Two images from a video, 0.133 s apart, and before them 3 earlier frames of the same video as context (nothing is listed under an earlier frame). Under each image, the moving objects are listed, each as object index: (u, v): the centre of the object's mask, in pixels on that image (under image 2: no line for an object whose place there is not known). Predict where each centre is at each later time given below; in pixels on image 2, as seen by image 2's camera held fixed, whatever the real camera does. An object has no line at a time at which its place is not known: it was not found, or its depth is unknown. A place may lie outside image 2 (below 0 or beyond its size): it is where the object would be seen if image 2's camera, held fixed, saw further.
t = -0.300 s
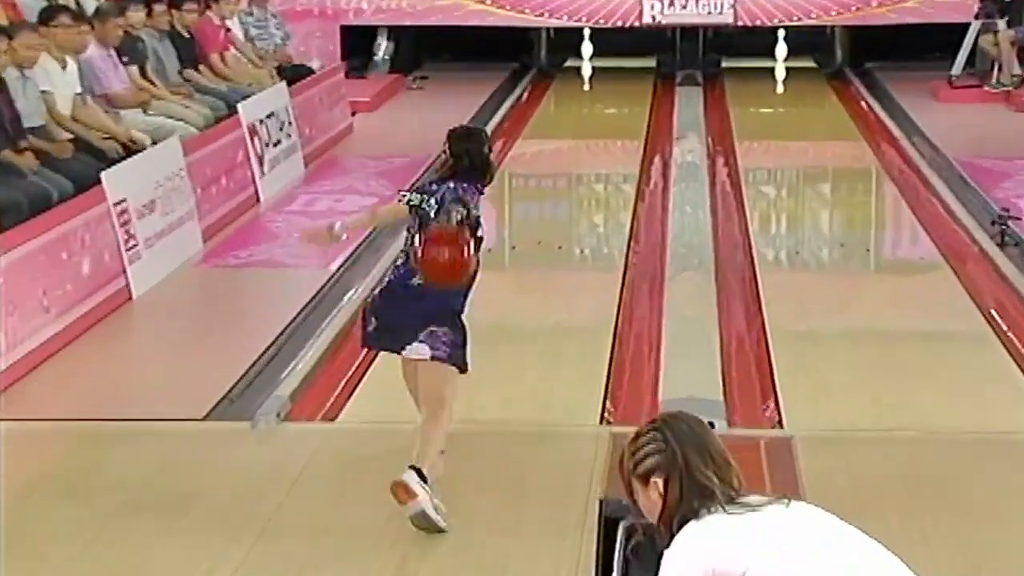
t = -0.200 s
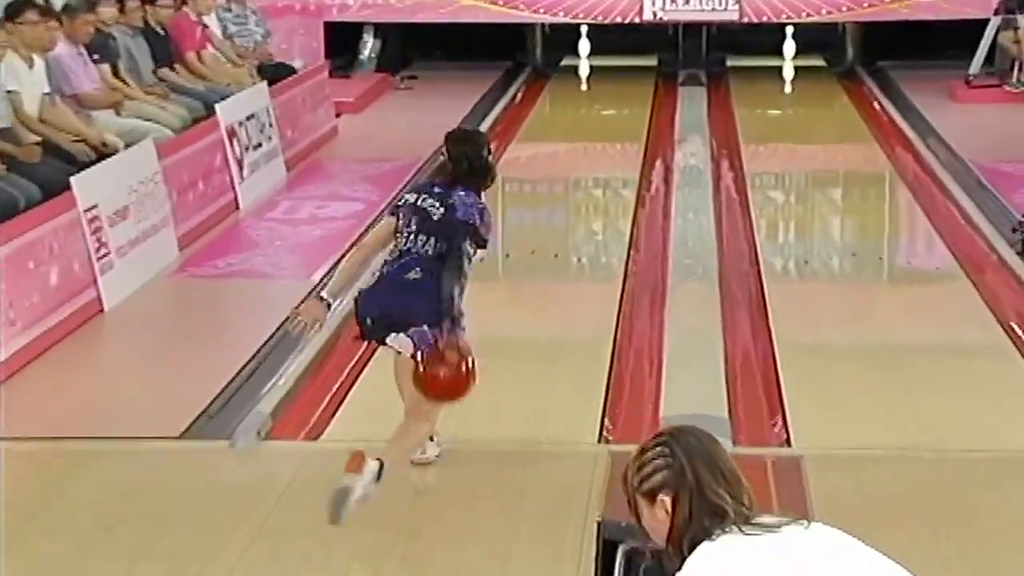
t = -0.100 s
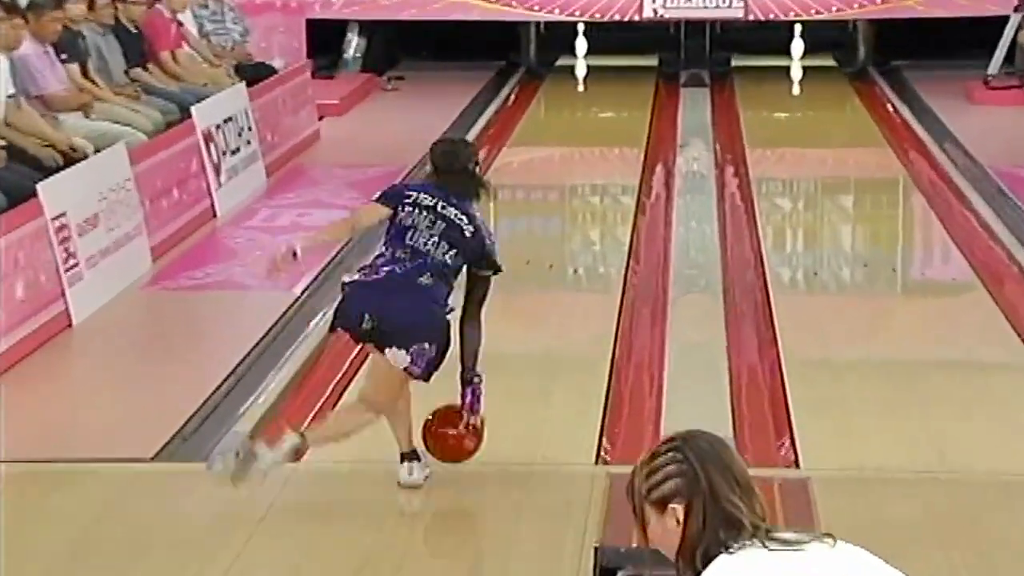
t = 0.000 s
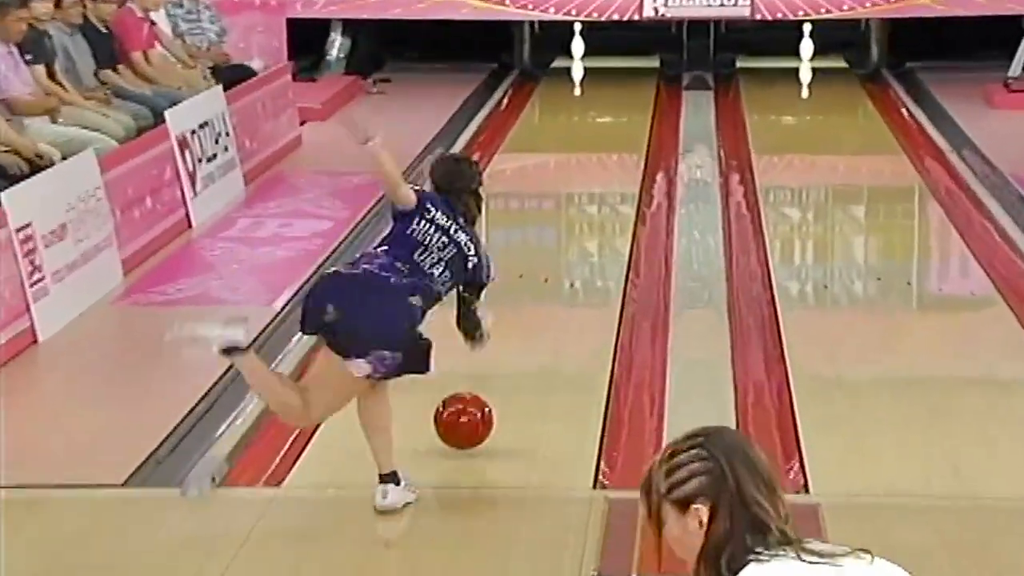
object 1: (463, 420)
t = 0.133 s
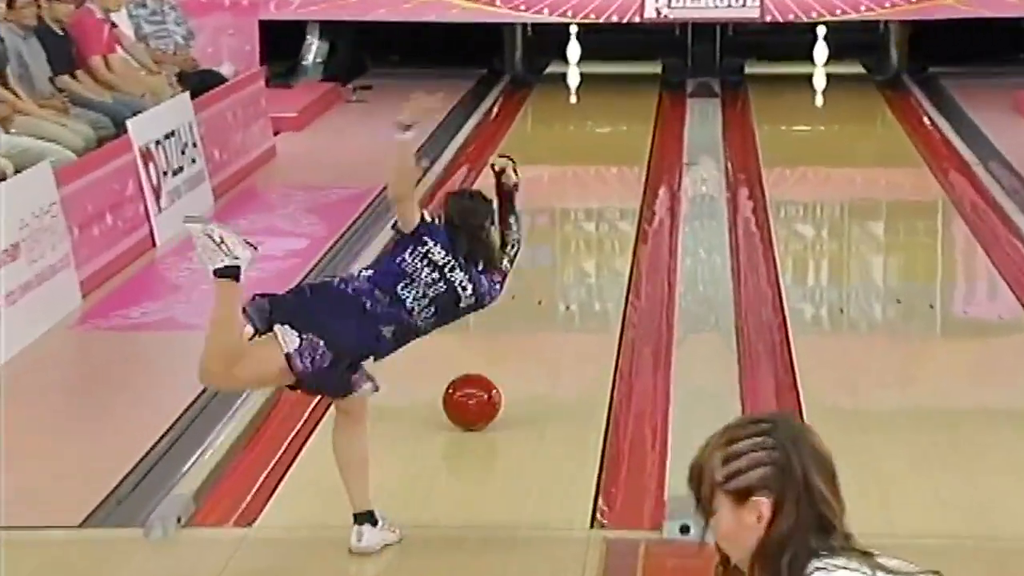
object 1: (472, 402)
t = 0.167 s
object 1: (477, 388)
